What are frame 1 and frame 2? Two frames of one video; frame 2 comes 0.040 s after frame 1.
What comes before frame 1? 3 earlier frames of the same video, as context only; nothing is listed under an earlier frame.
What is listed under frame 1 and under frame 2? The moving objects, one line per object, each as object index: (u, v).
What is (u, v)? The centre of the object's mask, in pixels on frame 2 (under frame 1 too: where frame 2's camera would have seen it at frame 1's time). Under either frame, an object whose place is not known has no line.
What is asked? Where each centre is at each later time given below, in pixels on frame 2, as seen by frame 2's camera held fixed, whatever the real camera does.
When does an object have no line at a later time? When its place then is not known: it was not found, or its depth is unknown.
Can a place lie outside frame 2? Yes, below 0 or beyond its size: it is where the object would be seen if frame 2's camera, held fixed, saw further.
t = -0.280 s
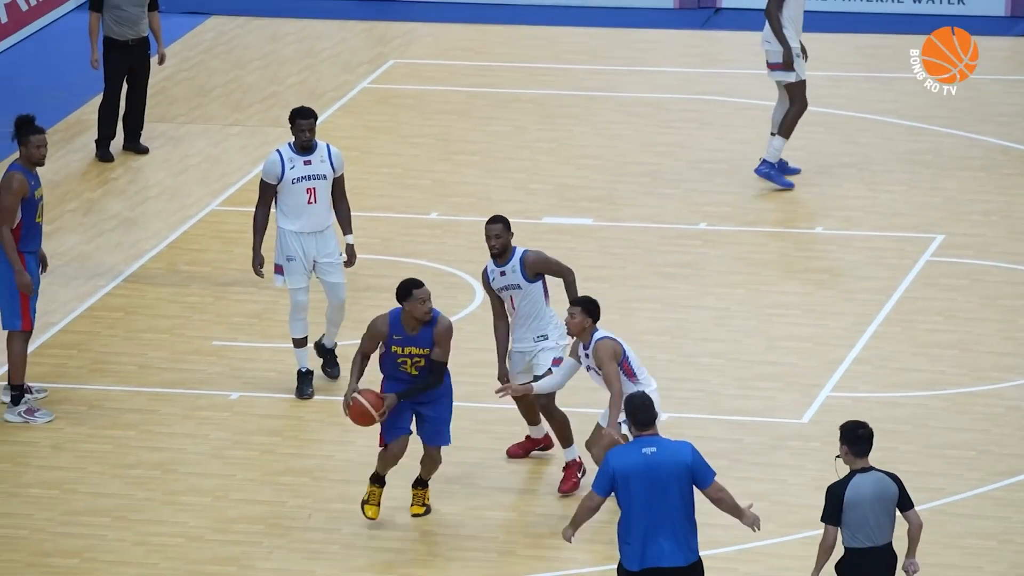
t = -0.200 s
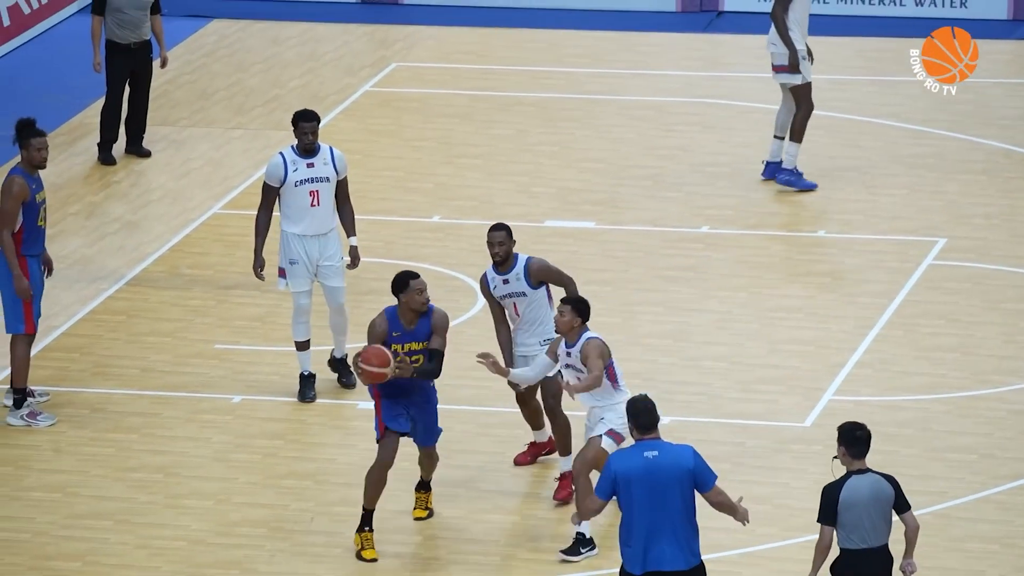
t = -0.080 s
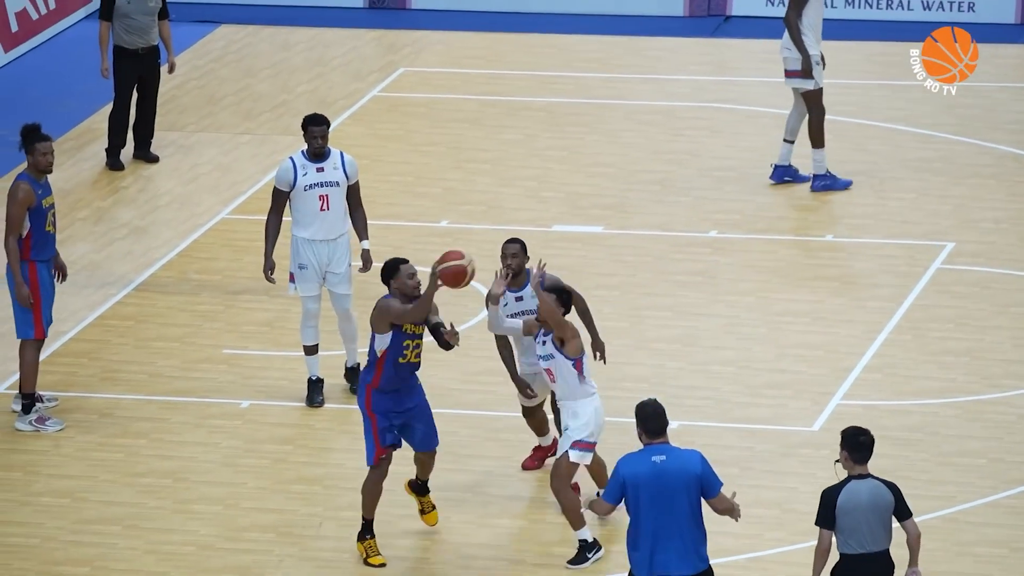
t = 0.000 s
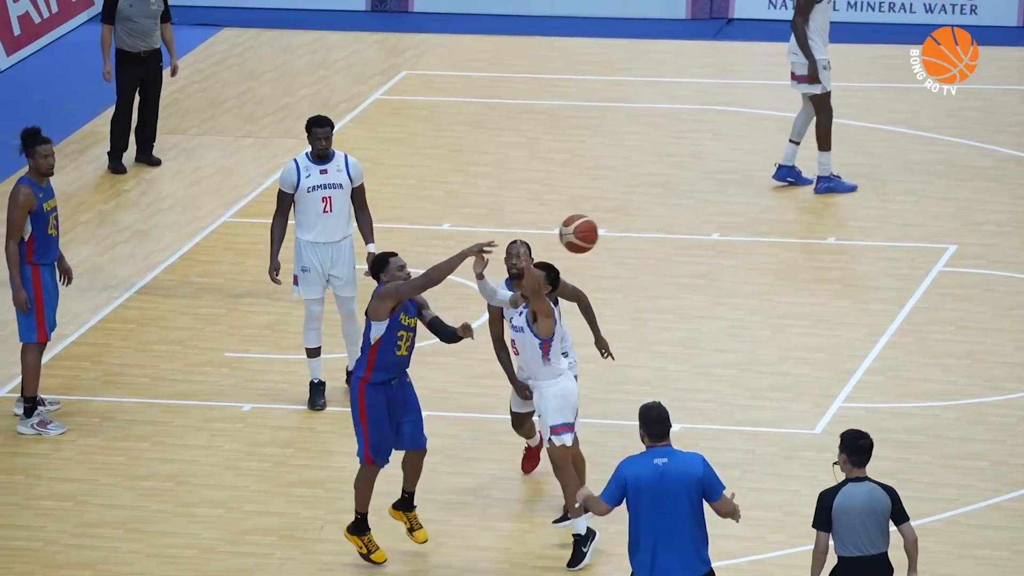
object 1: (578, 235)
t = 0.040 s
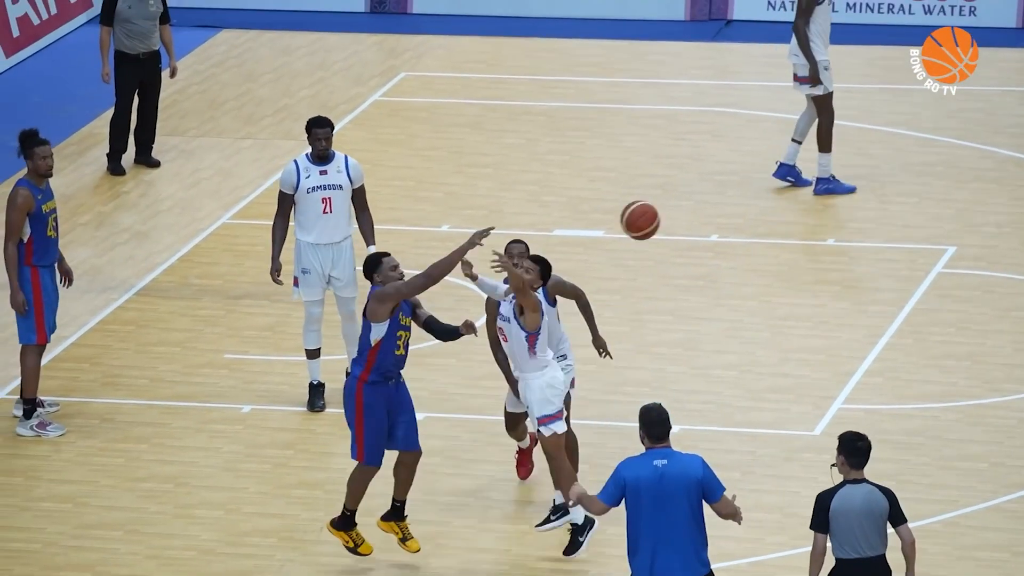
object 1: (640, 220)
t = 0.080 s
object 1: (703, 208)
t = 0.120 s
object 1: (766, 197)
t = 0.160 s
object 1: (831, 188)
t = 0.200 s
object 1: (895, 182)
